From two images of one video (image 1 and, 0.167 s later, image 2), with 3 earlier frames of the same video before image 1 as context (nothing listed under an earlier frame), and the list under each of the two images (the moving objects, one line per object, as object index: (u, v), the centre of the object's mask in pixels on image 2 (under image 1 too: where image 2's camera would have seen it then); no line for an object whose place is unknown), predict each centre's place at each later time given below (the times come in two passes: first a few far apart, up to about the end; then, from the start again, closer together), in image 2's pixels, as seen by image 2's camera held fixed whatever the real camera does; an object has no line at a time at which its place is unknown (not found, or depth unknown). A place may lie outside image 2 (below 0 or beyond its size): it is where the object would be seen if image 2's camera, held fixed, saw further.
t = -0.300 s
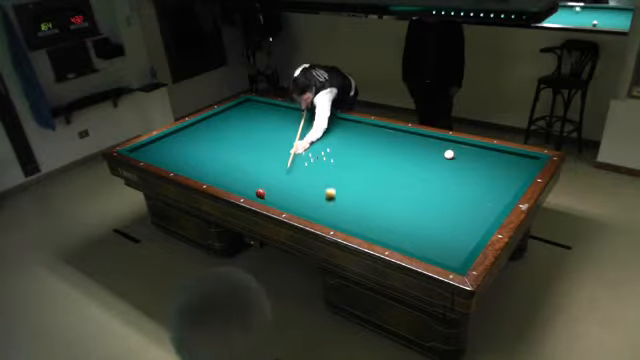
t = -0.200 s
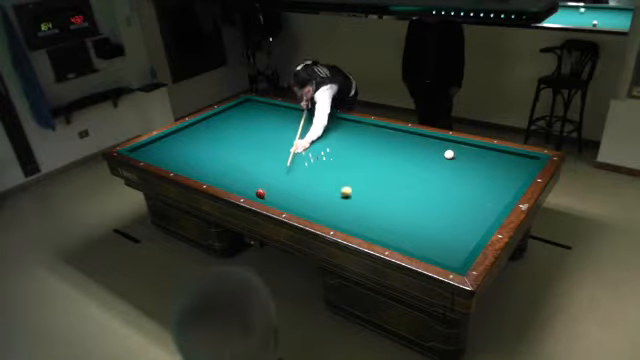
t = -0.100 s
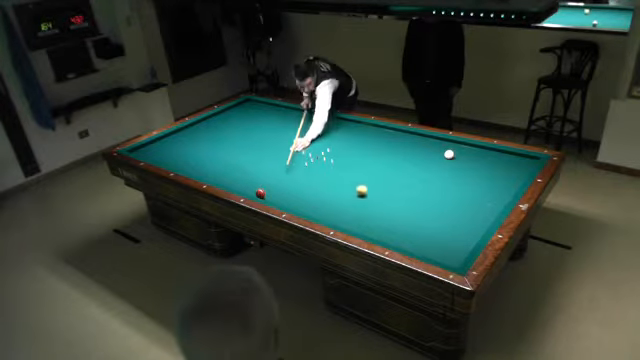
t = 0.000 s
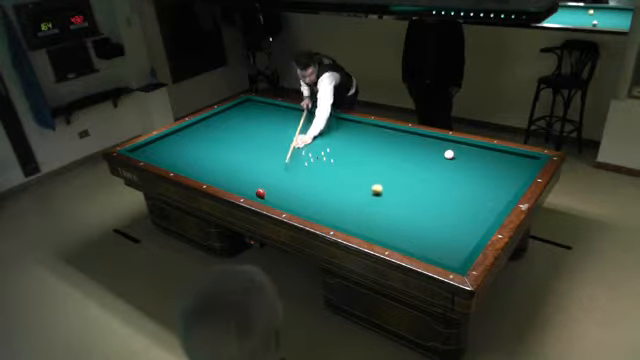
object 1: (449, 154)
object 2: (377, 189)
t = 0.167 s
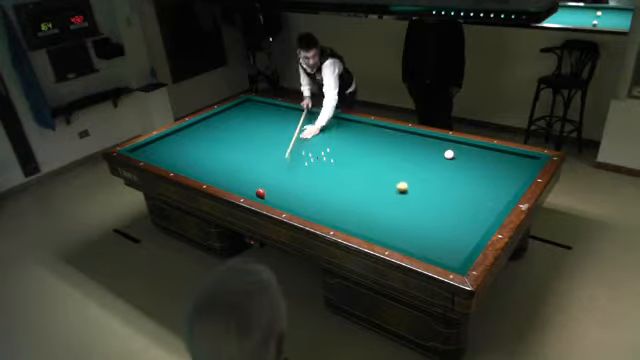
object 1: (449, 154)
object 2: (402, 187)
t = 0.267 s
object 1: (449, 154)
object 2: (417, 186)
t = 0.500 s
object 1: (449, 154)
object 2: (452, 183)
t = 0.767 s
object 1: (449, 154)
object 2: (491, 179)
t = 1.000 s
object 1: (449, 154)
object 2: (520, 175)
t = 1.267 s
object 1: (449, 154)
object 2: (510, 162)
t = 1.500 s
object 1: (449, 154)
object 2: (502, 152)
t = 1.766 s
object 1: (449, 154)
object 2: (480, 153)
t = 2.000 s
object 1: (449, 154)
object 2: (462, 155)
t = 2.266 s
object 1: (438, 153)
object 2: (454, 157)
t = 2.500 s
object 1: (428, 152)
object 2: (450, 160)
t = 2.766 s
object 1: (417, 150)
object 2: (444, 163)
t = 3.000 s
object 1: (408, 150)
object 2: (440, 165)
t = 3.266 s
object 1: (399, 148)
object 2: (436, 168)
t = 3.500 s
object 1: (391, 147)
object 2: (432, 170)
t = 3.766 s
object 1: (382, 147)
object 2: (428, 173)
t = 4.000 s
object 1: (375, 146)
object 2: (424, 175)
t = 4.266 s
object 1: (367, 145)
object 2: (420, 177)
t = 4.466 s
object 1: (362, 144)
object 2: (418, 179)
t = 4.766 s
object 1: (354, 143)
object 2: (414, 181)
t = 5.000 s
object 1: (349, 143)
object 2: (411, 183)
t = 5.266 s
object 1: (343, 142)
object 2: (409, 185)
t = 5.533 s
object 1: (337, 141)
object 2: (406, 186)
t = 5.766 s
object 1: (333, 141)
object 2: (405, 188)
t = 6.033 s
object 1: (328, 140)
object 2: (403, 189)
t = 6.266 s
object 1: (324, 140)
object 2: (402, 190)
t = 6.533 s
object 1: (320, 139)
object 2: (400, 192)
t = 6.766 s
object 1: (316, 139)
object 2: (399, 192)
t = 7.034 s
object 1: (313, 139)
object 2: (398, 193)
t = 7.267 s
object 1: (310, 138)
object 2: (398, 194)
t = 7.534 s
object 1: (307, 138)
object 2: (397, 194)
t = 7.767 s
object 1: (305, 138)
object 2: (397, 194)
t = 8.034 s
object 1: (303, 137)
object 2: (397, 194)
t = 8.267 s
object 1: (301, 137)
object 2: (397, 194)
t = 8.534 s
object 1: (300, 137)
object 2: (397, 194)
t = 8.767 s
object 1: (298, 137)
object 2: (397, 194)
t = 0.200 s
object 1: (449, 154)
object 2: (407, 187)
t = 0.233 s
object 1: (449, 154)
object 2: (412, 186)
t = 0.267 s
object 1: (449, 154)
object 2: (417, 186)
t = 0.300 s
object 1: (449, 154)
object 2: (422, 185)
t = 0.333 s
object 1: (449, 154)
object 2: (427, 185)
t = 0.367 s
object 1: (449, 154)
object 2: (432, 184)
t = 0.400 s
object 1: (449, 154)
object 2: (437, 184)
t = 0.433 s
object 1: (449, 154)
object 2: (442, 184)
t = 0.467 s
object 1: (449, 154)
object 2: (447, 183)
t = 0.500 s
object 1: (449, 154)
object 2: (452, 183)
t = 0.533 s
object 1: (449, 154)
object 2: (457, 182)
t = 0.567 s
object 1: (449, 154)
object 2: (462, 182)
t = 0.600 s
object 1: (449, 154)
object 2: (467, 182)
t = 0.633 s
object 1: (449, 154)
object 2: (471, 181)
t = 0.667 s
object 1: (449, 154)
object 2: (476, 181)
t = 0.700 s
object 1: (449, 154)
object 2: (481, 181)
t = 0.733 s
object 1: (449, 154)
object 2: (486, 180)
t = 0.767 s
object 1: (449, 154)
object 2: (491, 179)
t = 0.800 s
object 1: (449, 154)
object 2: (496, 179)
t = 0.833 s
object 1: (449, 154)
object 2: (501, 179)
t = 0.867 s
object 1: (449, 154)
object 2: (505, 178)
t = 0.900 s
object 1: (449, 154)
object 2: (511, 178)
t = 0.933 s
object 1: (449, 154)
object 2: (515, 177)
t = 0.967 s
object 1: (449, 154)
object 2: (520, 177)
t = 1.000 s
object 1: (449, 154)
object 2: (520, 175)
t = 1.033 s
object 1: (449, 154)
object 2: (518, 173)
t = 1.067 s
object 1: (449, 154)
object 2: (517, 172)
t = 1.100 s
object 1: (449, 154)
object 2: (516, 170)
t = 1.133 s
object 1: (449, 154)
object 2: (515, 168)
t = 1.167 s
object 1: (449, 154)
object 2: (513, 166)
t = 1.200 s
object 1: (449, 154)
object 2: (512, 165)
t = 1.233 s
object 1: (449, 154)
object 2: (511, 163)
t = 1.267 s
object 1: (449, 154)
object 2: (510, 162)
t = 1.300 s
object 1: (449, 154)
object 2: (509, 160)
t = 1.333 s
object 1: (449, 154)
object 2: (507, 159)
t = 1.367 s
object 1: (449, 154)
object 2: (507, 157)
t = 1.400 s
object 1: (449, 154)
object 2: (506, 155)
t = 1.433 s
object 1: (449, 154)
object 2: (505, 154)
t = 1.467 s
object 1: (449, 154)
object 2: (504, 152)
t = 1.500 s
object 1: (449, 154)
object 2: (502, 152)
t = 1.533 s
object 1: (449, 154)
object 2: (499, 152)
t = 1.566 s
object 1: (449, 154)
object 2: (496, 153)
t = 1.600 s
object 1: (449, 154)
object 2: (493, 153)
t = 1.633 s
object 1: (449, 154)
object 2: (490, 153)
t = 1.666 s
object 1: (449, 154)
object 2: (488, 153)
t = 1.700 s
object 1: (449, 154)
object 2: (485, 153)
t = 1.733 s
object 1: (449, 154)
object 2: (483, 153)
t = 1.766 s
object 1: (449, 154)
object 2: (480, 153)
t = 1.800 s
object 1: (449, 154)
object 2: (478, 153)
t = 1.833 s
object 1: (449, 154)
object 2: (475, 154)
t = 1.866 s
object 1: (449, 154)
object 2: (472, 154)
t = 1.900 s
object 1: (449, 154)
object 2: (469, 154)
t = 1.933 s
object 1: (449, 154)
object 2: (467, 154)
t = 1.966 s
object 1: (449, 154)
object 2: (464, 155)
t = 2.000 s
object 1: (449, 154)
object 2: (462, 155)
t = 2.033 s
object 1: (449, 154)
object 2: (459, 155)
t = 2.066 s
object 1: (447, 154)
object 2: (458, 155)
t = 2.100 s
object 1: (446, 154)
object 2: (457, 156)
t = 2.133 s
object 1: (444, 154)
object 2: (457, 156)
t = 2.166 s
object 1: (442, 153)
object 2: (456, 156)
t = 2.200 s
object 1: (441, 153)
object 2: (455, 157)
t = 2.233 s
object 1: (439, 153)
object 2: (455, 157)
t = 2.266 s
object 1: (438, 153)
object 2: (454, 157)
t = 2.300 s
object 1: (436, 153)
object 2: (454, 158)
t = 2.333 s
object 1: (435, 153)
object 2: (453, 158)
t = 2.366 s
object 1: (433, 152)
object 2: (452, 159)
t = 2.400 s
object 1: (432, 152)
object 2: (452, 159)
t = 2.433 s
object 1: (431, 152)
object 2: (451, 159)
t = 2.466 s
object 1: (429, 152)
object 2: (450, 160)
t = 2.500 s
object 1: (428, 152)
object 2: (450, 160)
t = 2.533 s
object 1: (427, 152)
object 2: (449, 161)
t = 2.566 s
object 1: (425, 152)
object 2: (448, 161)
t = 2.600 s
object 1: (424, 151)
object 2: (448, 161)
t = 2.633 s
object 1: (423, 151)
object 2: (447, 161)
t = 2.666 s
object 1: (421, 151)
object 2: (447, 162)
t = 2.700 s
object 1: (420, 151)
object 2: (446, 162)
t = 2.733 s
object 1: (419, 150)
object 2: (445, 162)
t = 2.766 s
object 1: (417, 150)
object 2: (444, 163)
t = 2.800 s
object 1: (416, 150)
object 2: (444, 163)
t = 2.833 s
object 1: (415, 150)
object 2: (443, 164)
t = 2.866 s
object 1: (413, 150)
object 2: (442, 164)
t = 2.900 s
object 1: (412, 150)
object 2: (442, 164)
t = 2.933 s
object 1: (411, 150)
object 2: (441, 165)
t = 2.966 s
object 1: (410, 150)
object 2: (441, 165)
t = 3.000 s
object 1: (408, 150)
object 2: (440, 165)
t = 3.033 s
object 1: (407, 149)
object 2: (440, 166)
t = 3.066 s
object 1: (406, 149)
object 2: (439, 166)
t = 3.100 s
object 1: (405, 149)
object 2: (438, 166)
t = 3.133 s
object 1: (404, 149)
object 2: (438, 167)
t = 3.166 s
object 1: (403, 149)
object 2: (437, 167)
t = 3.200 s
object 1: (401, 149)
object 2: (437, 167)
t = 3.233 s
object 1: (400, 149)
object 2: (436, 168)
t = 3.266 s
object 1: (399, 148)
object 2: (436, 168)
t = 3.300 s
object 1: (398, 148)
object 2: (435, 168)
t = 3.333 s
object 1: (397, 148)
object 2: (435, 169)
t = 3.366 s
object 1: (395, 148)
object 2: (434, 169)
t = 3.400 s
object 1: (394, 148)
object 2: (433, 169)
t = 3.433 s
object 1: (393, 148)
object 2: (433, 169)
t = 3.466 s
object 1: (392, 148)
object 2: (432, 170)
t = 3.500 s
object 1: (391, 147)
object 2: (432, 170)
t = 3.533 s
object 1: (390, 147)
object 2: (431, 171)
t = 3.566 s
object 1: (389, 147)
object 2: (431, 171)
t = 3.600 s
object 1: (388, 147)
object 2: (430, 171)
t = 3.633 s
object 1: (387, 147)
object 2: (430, 172)
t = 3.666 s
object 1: (386, 147)
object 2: (429, 172)
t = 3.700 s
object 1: (385, 147)
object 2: (429, 172)
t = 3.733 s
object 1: (383, 147)
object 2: (428, 173)
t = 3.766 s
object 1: (382, 147)
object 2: (428, 173)
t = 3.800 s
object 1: (381, 146)
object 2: (427, 173)
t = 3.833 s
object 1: (380, 146)
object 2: (427, 173)
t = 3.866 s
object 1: (379, 146)
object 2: (426, 174)
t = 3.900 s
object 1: (378, 146)
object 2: (426, 174)
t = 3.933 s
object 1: (377, 146)
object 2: (425, 174)
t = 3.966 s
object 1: (376, 146)
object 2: (425, 175)
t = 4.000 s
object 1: (375, 146)
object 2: (424, 175)
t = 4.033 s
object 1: (374, 146)
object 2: (424, 175)
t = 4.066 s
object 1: (373, 146)
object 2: (423, 175)
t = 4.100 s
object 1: (372, 145)
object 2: (423, 176)
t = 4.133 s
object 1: (371, 145)
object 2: (422, 176)
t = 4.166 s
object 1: (370, 145)
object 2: (422, 176)
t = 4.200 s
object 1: (369, 145)
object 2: (421, 177)
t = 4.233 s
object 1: (368, 145)
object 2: (421, 177)
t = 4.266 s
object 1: (367, 145)
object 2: (420, 177)
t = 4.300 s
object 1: (367, 145)
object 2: (420, 177)
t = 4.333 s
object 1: (366, 145)
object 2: (420, 178)
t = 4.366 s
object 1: (365, 145)
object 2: (419, 178)
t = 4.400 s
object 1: (364, 145)
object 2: (419, 178)
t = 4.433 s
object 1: (363, 144)
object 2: (418, 179)
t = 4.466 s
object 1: (362, 144)
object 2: (418, 179)
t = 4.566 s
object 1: (361, 144)
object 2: (417, 179)
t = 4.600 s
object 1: (359, 144)
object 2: (416, 180)
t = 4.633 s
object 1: (358, 144)
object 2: (416, 180)
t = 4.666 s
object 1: (357, 144)
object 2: (415, 181)
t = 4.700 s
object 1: (356, 144)
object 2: (415, 181)
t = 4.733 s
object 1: (355, 143)
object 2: (414, 181)
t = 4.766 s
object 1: (354, 143)
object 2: (414, 181)
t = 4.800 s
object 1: (354, 143)
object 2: (414, 182)
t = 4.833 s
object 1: (353, 143)
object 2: (413, 182)
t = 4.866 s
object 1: (352, 143)
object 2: (413, 182)
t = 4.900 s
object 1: (351, 143)
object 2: (412, 183)
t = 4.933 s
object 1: (350, 143)
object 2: (412, 182)
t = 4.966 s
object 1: (349, 143)
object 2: (412, 183)
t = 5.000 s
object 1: (349, 143)
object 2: (411, 183)
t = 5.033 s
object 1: (348, 143)
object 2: (411, 183)
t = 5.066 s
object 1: (347, 143)
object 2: (411, 184)
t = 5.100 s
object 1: (346, 142)
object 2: (410, 184)
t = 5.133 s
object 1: (346, 142)
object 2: (410, 184)
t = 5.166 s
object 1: (345, 142)
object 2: (410, 184)
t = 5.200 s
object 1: (344, 142)
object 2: (410, 185)
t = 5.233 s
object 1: (343, 142)
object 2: (409, 185)
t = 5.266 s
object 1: (343, 142)
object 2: (409, 185)
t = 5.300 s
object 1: (342, 142)
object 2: (408, 185)
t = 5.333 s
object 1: (342, 142)
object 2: (408, 185)
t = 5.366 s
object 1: (341, 142)
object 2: (408, 185)
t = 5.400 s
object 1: (340, 141)
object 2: (408, 186)
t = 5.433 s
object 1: (339, 141)
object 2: (408, 186)
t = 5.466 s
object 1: (338, 141)
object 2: (407, 186)
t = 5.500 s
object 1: (338, 141)
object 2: (407, 186)
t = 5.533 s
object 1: (337, 141)
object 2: (406, 186)
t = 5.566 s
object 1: (336, 141)
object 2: (406, 187)
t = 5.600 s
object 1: (336, 141)
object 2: (406, 187)
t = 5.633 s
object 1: (335, 141)
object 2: (406, 187)
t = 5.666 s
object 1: (335, 141)
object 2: (405, 187)
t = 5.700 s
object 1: (334, 141)
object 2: (405, 187)
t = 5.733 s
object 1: (333, 141)
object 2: (405, 188)
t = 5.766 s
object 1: (333, 141)
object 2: (405, 188)
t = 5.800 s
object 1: (332, 141)
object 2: (405, 188)
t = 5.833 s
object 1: (331, 141)
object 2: (404, 188)
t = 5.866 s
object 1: (331, 140)
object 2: (404, 188)
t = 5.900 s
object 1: (330, 140)
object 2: (404, 189)
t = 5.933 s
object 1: (330, 140)
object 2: (404, 189)
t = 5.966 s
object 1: (329, 140)
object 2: (403, 189)
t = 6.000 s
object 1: (328, 140)
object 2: (403, 189)
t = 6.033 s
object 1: (328, 140)
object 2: (403, 189)
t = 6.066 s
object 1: (327, 140)
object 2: (403, 189)
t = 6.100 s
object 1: (326, 140)
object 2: (403, 190)
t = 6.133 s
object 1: (326, 140)
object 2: (403, 190)
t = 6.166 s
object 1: (325, 140)
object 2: (402, 190)
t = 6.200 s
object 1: (325, 140)
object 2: (402, 190)
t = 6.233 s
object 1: (324, 140)
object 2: (402, 190)
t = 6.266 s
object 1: (324, 140)
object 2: (402, 190)
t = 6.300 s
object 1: (323, 140)
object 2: (402, 191)
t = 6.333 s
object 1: (323, 139)
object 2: (401, 191)
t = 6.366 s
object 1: (322, 140)
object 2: (401, 191)
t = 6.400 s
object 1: (322, 139)
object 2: (401, 191)
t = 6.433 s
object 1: (321, 139)
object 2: (401, 191)
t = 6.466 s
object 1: (321, 139)
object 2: (401, 191)
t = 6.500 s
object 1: (321, 139)
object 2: (400, 191)
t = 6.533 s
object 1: (320, 139)
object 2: (400, 192)
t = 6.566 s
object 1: (320, 139)
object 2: (400, 192)
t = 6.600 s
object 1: (318, 139)
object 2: (400, 192)
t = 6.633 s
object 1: (318, 139)
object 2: (400, 192)
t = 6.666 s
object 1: (317, 139)
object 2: (400, 192)
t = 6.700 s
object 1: (317, 139)
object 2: (400, 192)
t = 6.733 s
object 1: (317, 139)
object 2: (399, 192)
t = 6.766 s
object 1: (316, 139)
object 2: (399, 192)
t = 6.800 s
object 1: (316, 139)
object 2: (399, 193)
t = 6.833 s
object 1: (315, 139)
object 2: (399, 193)
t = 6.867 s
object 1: (315, 139)
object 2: (399, 193)
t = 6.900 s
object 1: (315, 139)
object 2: (399, 193)
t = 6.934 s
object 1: (314, 139)
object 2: (399, 193)
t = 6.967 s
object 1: (314, 139)
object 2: (399, 193)
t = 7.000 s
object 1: (313, 138)
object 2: (399, 193)
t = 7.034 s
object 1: (313, 139)
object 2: (398, 193)
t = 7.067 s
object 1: (312, 138)
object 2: (399, 193)
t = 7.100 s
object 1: (312, 138)
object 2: (398, 193)
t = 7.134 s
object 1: (311, 138)
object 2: (398, 194)
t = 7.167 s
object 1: (311, 138)
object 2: (398, 194)
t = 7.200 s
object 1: (311, 138)
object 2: (398, 194)
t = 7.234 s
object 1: (310, 138)
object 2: (398, 194)
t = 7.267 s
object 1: (310, 138)
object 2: (398, 194)
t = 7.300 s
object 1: (310, 138)
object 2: (398, 194)
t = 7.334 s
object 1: (309, 138)
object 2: (398, 194)
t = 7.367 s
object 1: (309, 138)
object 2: (398, 194)
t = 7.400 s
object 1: (308, 138)
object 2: (398, 194)
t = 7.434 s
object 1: (308, 138)
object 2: (397, 194)
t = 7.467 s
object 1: (308, 138)
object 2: (397, 194)
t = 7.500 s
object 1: (307, 138)
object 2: (397, 194)
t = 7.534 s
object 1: (307, 138)
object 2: (397, 194)
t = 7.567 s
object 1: (307, 138)
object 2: (397, 194)
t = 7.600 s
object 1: (306, 138)
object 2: (397, 194)
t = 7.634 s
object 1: (306, 138)
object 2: (397, 194)
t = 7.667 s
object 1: (306, 138)
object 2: (397, 194)
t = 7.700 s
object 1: (305, 138)
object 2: (397, 194)
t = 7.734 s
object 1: (305, 138)
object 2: (397, 194)
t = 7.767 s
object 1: (305, 138)
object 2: (397, 194)
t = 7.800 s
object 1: (304, 137)
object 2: (397, 194)
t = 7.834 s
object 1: (304, 137)
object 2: (397, 194)
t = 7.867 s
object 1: (304, 138)
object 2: (397, 194)
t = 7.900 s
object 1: (304, 138)
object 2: (397, 194)
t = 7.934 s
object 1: (303, 138)
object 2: (397, 194)
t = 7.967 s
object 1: (303, 138)
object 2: (397, 194)
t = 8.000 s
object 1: (303, 137)
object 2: (397, 194)
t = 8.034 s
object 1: (303, 137)
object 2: (397, 194)
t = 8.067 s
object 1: (303, 137)
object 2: (397, 194)
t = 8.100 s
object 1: (302, 137)
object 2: (397, 194)
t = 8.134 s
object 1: (302, 137)
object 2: (397, 194)
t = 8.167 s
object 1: (302, 137)
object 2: (397, 194)
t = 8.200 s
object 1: (301, 137)
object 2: (397, 194)
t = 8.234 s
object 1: (301, 137)
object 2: (397, 194)
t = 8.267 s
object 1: (301, 137)
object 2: (397, 194)
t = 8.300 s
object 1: (301, 137)
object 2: (397, 194)
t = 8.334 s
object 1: (300, 137)
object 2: (397, 194)
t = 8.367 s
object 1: (300, 137)
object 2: (397, 194)
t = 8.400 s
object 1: (300, 137)
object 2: (397, 194)
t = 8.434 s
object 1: (300, 137)
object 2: (397, 194)
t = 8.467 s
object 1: (300, 137)
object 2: (397, 194)
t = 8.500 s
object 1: (300, 137)
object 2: (397, 194)
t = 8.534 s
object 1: (300, 137)
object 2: (397, 194)
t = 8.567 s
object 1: (299, 137)
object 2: (397, 194)
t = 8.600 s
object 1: (299, 137)
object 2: (397, 194)
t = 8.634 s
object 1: (299, 137)
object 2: (397, 194)
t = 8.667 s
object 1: (299, 137)
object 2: (397, 194)
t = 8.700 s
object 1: (298, 137)
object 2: (397, 194)
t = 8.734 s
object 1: (298, 137)
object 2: (397, 194)
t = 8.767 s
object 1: (298, 137)
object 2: (397, 194)
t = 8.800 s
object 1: (298, 137)
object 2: (397, 194)
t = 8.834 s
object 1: (298, 137)
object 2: (397, 194)
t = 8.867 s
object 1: (298, 136)
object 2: (397, 194)
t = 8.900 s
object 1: (298, 136)
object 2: (397, 194)
